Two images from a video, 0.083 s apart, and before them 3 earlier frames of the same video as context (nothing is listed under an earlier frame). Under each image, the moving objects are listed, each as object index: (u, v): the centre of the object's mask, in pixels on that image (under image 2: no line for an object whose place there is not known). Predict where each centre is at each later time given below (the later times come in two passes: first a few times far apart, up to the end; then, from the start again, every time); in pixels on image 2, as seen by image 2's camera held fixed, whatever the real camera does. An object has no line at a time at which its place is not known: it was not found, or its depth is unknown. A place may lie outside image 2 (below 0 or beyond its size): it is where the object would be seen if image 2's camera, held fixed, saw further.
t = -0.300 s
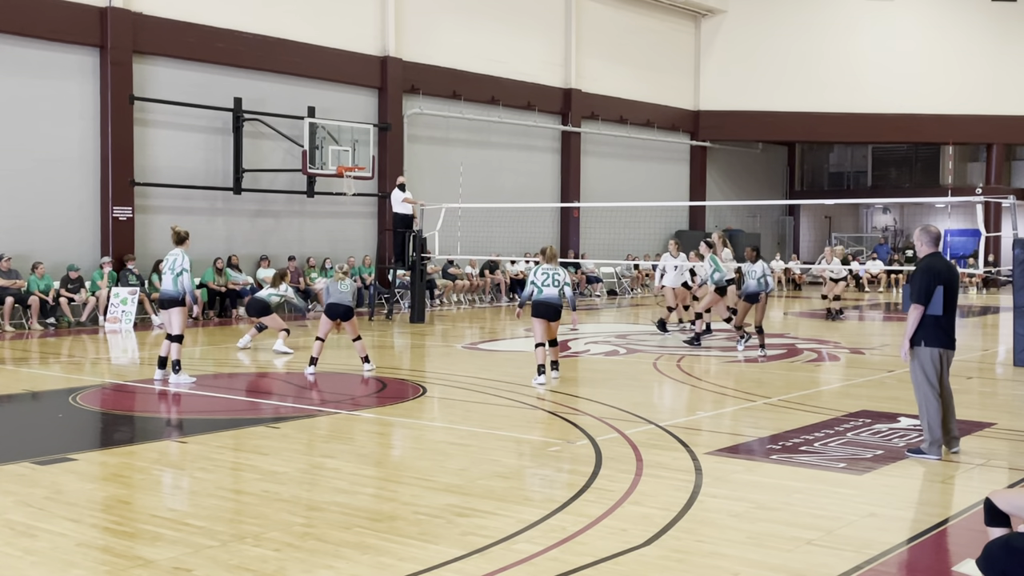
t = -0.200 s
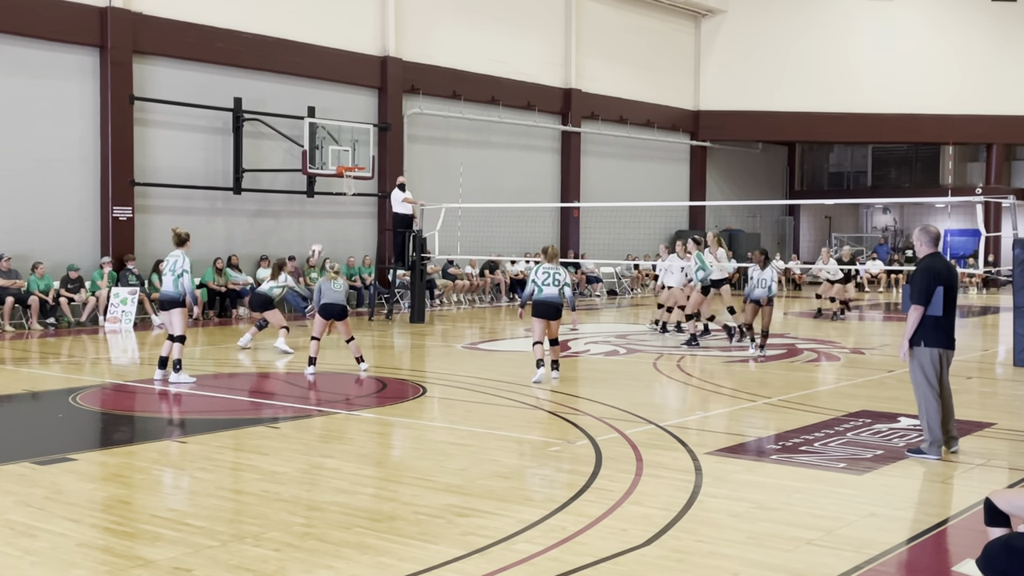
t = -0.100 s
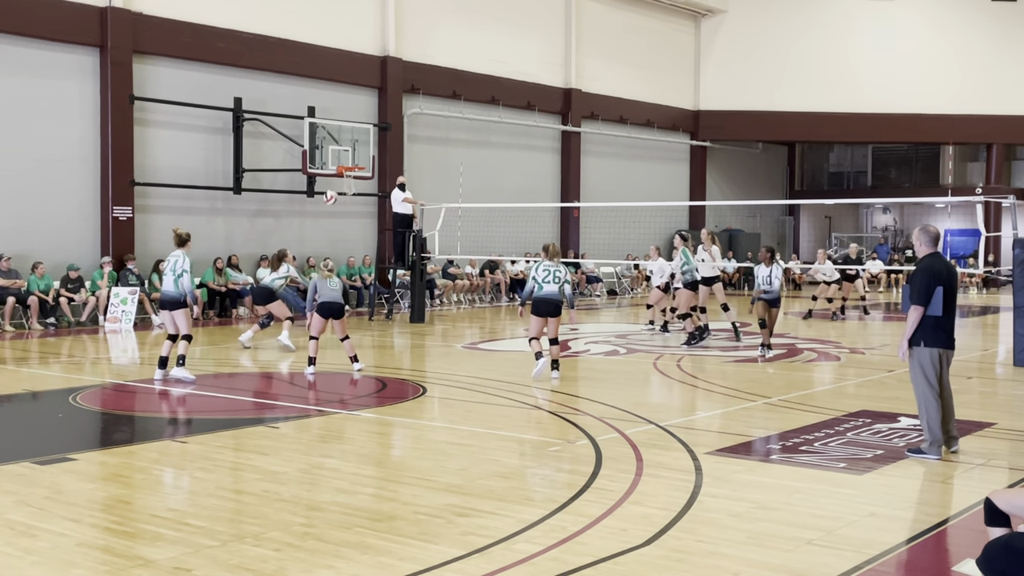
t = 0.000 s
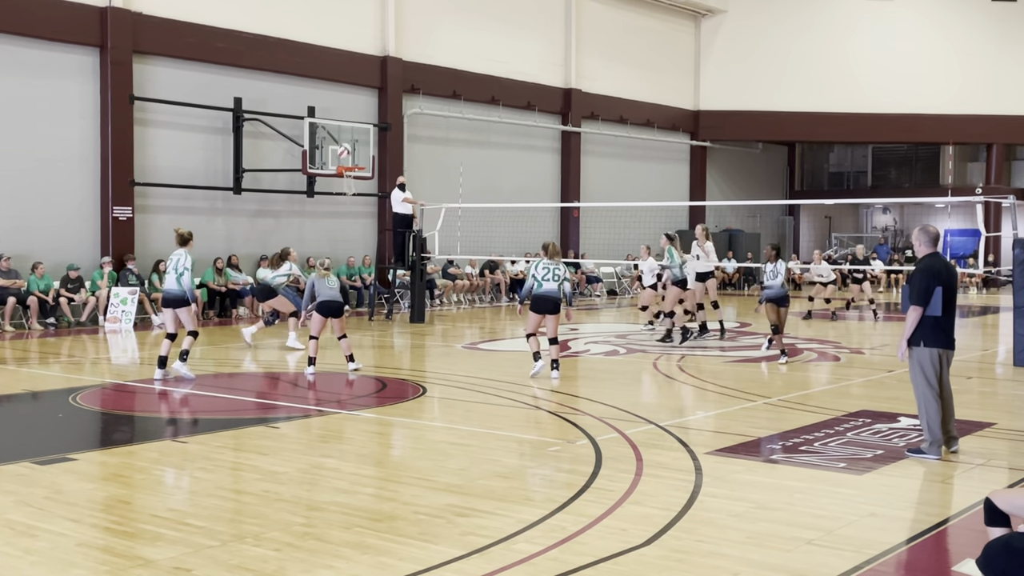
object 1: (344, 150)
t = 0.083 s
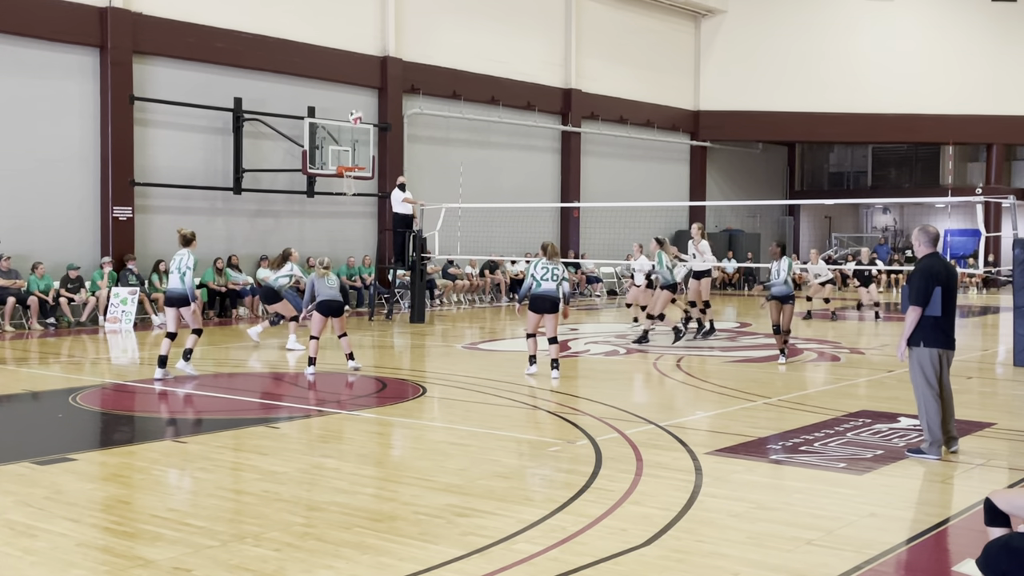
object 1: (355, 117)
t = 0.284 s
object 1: (380, 54)
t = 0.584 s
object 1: (416, 9)
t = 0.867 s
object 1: (450, 24)
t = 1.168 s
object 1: (486, 99)
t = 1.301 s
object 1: (503, 152)
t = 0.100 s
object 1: (357, 111)
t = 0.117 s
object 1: (359, 105)
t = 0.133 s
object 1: (361, 98)
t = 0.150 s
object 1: (364, 93)
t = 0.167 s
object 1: (365, 87)
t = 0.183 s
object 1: (368, 82)
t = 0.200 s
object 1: (370, 77)
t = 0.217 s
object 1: (372, 72)
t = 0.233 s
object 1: (374, 68)
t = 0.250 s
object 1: (376, 63)
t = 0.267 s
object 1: (378, 59)
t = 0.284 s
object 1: (380, 54)
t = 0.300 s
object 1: (382, 51)
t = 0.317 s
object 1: (384, 47)
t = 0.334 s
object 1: (387, 44)
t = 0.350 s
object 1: (388, 39)
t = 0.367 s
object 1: (390, 36)
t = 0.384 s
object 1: (392, 33)
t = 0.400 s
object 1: (394, 30)
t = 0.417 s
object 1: (396, 27)
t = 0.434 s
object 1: (399, 24)
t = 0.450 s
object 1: (401, 22)
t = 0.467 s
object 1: (403, 20)
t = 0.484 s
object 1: (405, 18)
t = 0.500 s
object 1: (407, 16)
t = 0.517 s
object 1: (408, 14)
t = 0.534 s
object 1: (410, 13)
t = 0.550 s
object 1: (412, 11)
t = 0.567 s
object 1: (415, 10)
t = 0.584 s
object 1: (416, 9)
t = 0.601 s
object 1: (419, 9)
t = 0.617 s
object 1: (421, 8)
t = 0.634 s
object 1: (423, 8)
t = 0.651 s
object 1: (425, 7)
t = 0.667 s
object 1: (427, 8)
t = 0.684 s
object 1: (428, 8)
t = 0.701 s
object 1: (430, 9)
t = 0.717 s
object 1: (432, 9)
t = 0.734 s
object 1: (434, 10)
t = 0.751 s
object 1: (437, 11)
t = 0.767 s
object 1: (439, 12)
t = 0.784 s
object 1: (441, 13)
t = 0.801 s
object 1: (443, 15)
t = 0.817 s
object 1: (445, 17)
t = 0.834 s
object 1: (446, 19)
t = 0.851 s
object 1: (448, 21)
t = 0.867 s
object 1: (450, 24)
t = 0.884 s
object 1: (453, 26)
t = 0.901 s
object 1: (454, 29)
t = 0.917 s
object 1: (457, 32)
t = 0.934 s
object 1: (459, 35)
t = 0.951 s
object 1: (460, 39)
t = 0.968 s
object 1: (462, 42)
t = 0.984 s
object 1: (464, 46)
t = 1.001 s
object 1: (466, 50)
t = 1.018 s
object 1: (468, 55)
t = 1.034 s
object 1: (471, 59)
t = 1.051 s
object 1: (472, 63)
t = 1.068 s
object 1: (474, 68)
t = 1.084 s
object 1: (476, 73)
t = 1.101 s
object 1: (478, 78)
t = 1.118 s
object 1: (480, 82)
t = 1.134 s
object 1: (482, 88)
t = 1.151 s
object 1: (485, 94)
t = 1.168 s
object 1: (486, 99)
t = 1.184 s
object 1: (488, 105)
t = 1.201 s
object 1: (490, 111)
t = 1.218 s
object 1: (492, 117)
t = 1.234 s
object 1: (494, 124)
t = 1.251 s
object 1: (496, 131)
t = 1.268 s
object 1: (498, 137)
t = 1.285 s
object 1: (500, 145)
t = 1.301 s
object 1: (503, 152)
